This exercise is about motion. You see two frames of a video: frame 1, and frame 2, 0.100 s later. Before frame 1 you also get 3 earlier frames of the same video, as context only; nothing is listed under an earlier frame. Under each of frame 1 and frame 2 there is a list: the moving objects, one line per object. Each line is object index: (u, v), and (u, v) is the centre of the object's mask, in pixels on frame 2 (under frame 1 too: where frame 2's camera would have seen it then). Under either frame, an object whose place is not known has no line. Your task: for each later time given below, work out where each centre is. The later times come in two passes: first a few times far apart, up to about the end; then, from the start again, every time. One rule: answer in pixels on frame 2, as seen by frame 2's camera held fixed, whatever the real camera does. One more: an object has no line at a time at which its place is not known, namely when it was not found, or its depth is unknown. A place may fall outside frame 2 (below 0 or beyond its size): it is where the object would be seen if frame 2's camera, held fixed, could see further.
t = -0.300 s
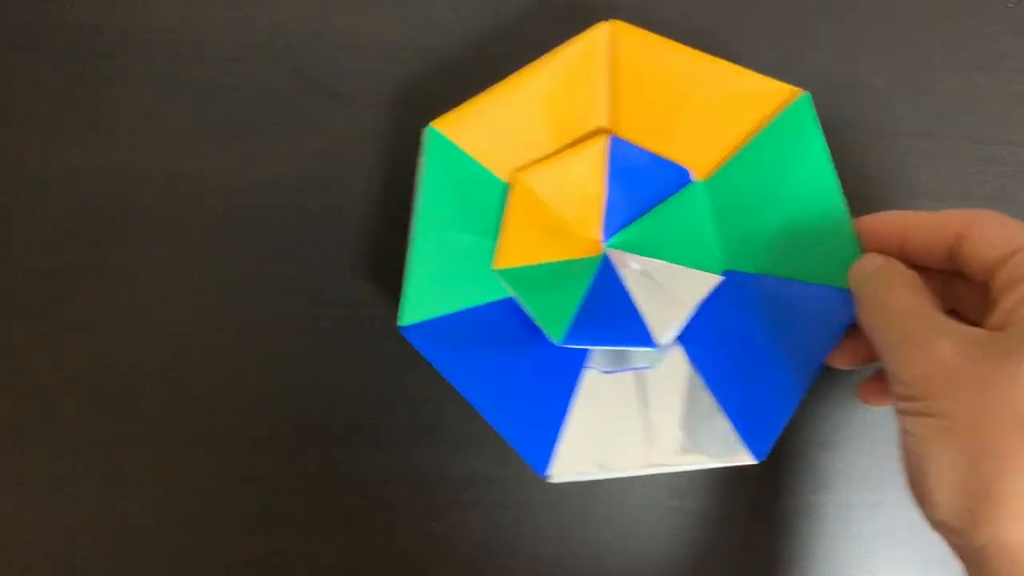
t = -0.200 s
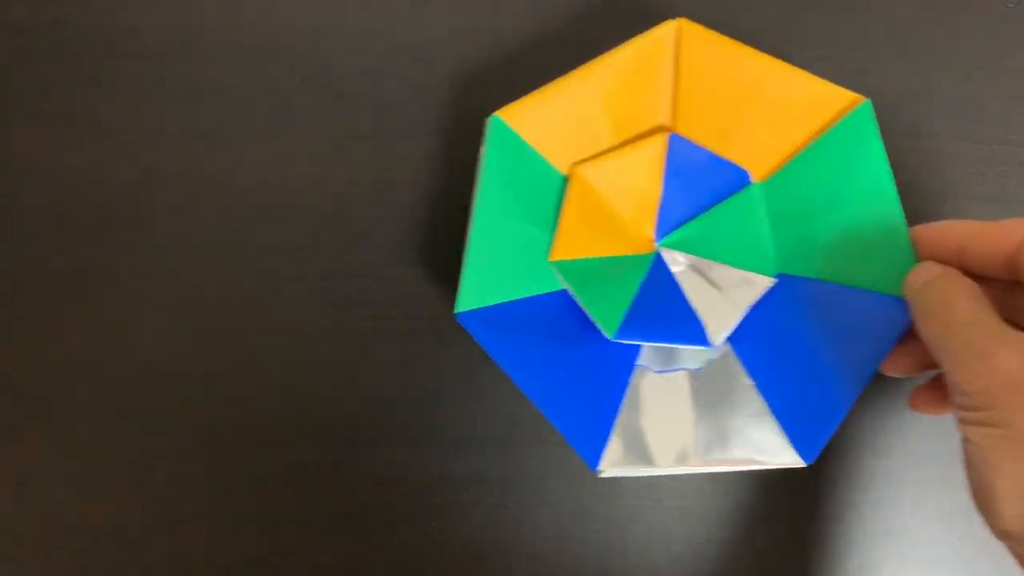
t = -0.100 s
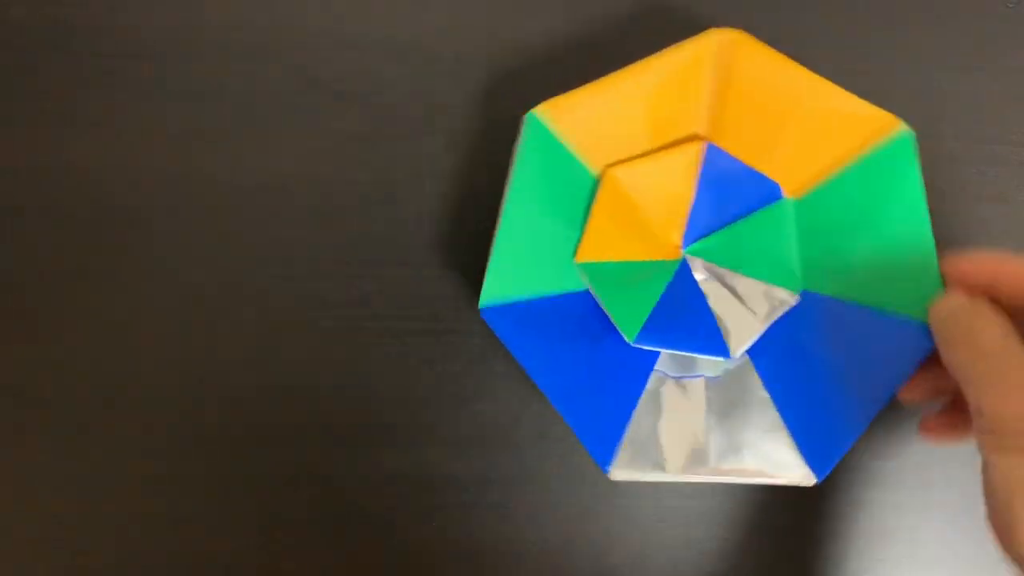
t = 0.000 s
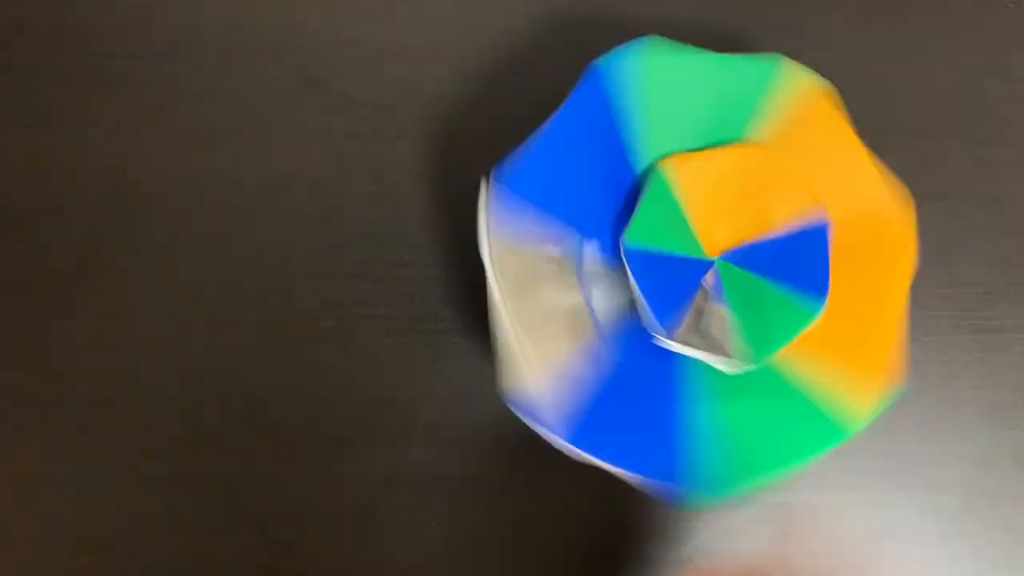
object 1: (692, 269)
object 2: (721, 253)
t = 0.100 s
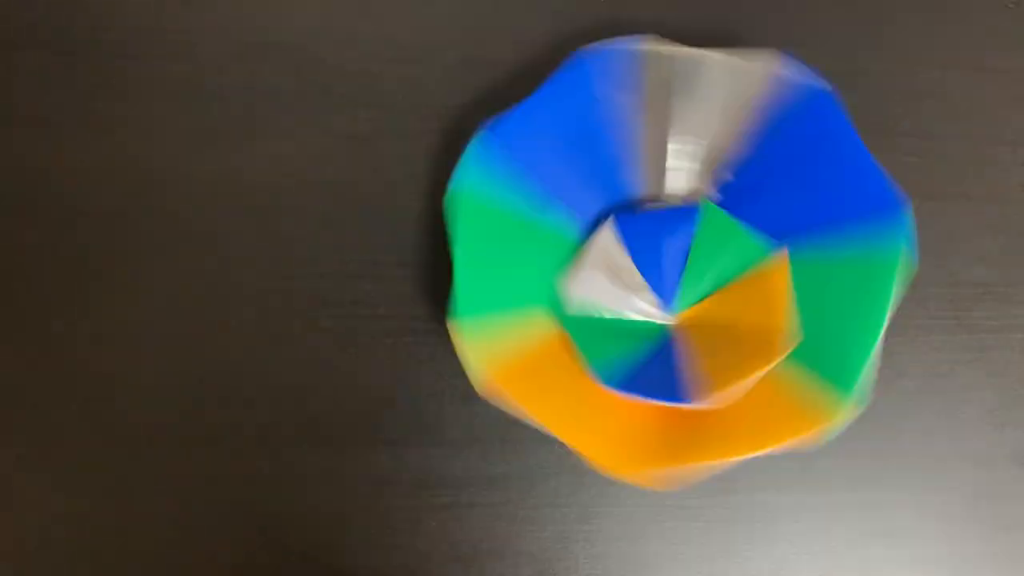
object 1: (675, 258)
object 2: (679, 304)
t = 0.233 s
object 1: (670, 279)
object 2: (648, 245)
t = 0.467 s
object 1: (647, 234)
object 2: (625, 255)
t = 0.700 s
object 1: (592, 257)
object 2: (593, 254)
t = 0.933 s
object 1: (613, 251)
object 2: (657, 245)
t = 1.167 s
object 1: (625, 253)
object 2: (544, 317)
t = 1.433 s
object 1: (628, 282)
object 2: (598, 184)
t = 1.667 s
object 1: (614, 286)
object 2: (675, 218)
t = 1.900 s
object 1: (609, 284)
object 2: (689, 241)
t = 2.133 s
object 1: (609, 285)
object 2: (688, 241)
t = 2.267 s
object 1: (609, 285)
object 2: (688, 241)
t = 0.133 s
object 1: (679, 258)
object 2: (649, 294)
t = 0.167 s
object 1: (682, 264)
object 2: (636, 274)
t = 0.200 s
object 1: (679, 272)
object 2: (639, 254)
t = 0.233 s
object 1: (670, 279)
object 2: (648, 245)
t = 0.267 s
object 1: (657, 281)
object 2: (660, 247)
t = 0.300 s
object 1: (643, 276)
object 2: (663, 252)
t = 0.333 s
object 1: (633, 266)
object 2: (662, 261)
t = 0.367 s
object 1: (629, 253)
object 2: (656, 268)
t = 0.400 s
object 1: (631, 238)
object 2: (644, 267)
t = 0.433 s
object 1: (638, 231)
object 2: (632, 262)
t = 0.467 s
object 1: (647, 234)
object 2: (625, 255)
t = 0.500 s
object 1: (649, 245)
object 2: (621, 252)
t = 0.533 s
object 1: (643, 257)
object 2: (619, 251)
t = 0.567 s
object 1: (631, 265)
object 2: (614, 251)
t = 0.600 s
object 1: (620, 269)
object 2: (610, 253)
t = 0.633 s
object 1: (609, 268)
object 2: (607, 254)
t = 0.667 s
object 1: (599, 263)
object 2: (601, 255)
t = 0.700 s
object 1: (592, 257)
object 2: (593, 254)
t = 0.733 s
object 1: (589, 250)
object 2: (583, 249)
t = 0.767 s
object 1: (591, 243)
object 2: (580, 238)
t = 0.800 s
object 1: (597, 239)
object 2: (585, 225)
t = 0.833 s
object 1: (604, 241)
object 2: (599, 216)
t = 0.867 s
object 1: (609, 245)
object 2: (622, 215)
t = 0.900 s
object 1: (612, 249)
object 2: (644, 227)
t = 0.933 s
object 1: (613, 251)
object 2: (657, 245)
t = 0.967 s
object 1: (614, 251)
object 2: (663, 268)
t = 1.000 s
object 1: (615, 250)
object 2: (670, 307)
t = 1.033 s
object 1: (616, 249)
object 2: (648, 329)
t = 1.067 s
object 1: (616, 248)
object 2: (618, 340)
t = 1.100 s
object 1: (618, 249)
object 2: (590, 337)
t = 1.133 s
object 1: (621, 250)
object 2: (566, 331)
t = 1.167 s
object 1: (625, 253)
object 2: (544, 317)
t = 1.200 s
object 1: (629, 257)
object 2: (529, 298)
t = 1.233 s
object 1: (631, 261)
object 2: (524, 273)
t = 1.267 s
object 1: (632, 266)
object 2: (526, 249)
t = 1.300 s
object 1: (633, 270)
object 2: (533, 228)
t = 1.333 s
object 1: (633, 273)
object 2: (547, 210)
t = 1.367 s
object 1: (631, 277)
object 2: (562, 197)
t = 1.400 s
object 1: (630, 280)
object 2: (580, 188)
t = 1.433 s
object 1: (628, 282)
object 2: (598, 184)
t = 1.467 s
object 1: (626, 284)
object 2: (615, 183)
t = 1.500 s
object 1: (623, 285)
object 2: (631, 186)
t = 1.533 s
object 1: (621, 286)
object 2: (644, 193)
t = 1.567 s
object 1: (619, 286)
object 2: (653, 199)
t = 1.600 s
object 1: (617, 286)
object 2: (662, 205)
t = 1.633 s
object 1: (615, 286)
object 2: (669, 211)
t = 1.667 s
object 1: (614, 286)
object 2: (675, 218)
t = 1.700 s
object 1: (612, 285)
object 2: (679, 224)
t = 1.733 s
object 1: (611, 285)
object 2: (683, 229)
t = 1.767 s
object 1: (611, 285)
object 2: (685, 233)
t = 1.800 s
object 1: (610, 285)
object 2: (687, 236)
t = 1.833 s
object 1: (609, 284)
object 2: (689, 239)
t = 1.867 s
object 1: (609, 284)
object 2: (688, 241)
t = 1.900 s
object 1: (609, 284)
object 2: (689, 241)
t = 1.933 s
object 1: (609, 284)
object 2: (690, 241)
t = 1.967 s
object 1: (609, 284)
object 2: (690, 241)
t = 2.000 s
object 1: (609, 285)
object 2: (690, 241)
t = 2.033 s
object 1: (609, 285)
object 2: (690, 241)
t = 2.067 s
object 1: (609, 285)
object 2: (689, 241)
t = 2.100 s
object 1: (609, 285)
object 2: (689, 241)
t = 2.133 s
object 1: (609, 285)
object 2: (688, 241)
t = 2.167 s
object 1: (609, 285)
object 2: (688, 241)
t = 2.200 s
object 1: (609, 285)
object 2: (688, 241)
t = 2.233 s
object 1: (609, 285)
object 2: (688, 241)
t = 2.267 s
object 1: (609, 285)
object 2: (688, 241)
